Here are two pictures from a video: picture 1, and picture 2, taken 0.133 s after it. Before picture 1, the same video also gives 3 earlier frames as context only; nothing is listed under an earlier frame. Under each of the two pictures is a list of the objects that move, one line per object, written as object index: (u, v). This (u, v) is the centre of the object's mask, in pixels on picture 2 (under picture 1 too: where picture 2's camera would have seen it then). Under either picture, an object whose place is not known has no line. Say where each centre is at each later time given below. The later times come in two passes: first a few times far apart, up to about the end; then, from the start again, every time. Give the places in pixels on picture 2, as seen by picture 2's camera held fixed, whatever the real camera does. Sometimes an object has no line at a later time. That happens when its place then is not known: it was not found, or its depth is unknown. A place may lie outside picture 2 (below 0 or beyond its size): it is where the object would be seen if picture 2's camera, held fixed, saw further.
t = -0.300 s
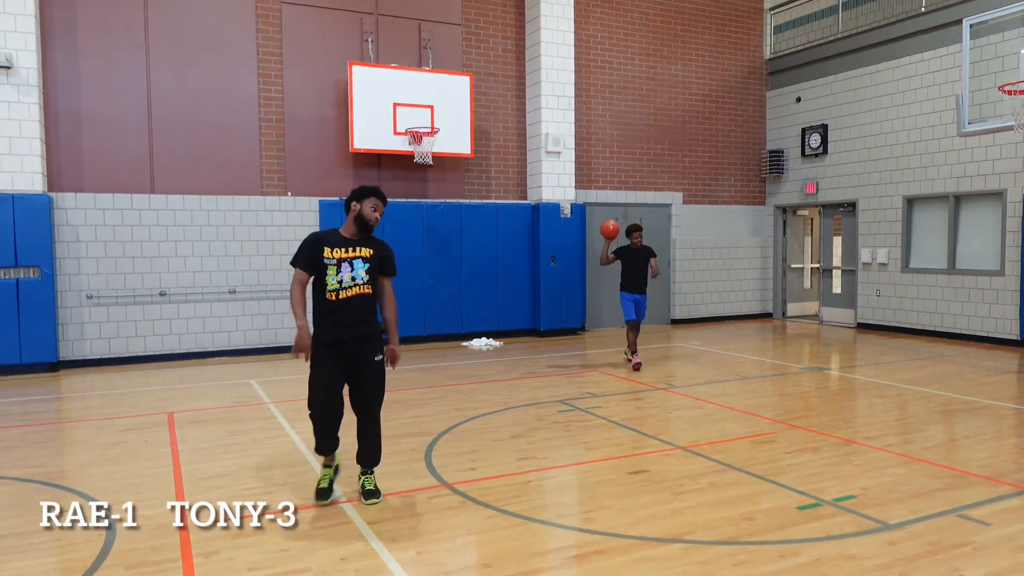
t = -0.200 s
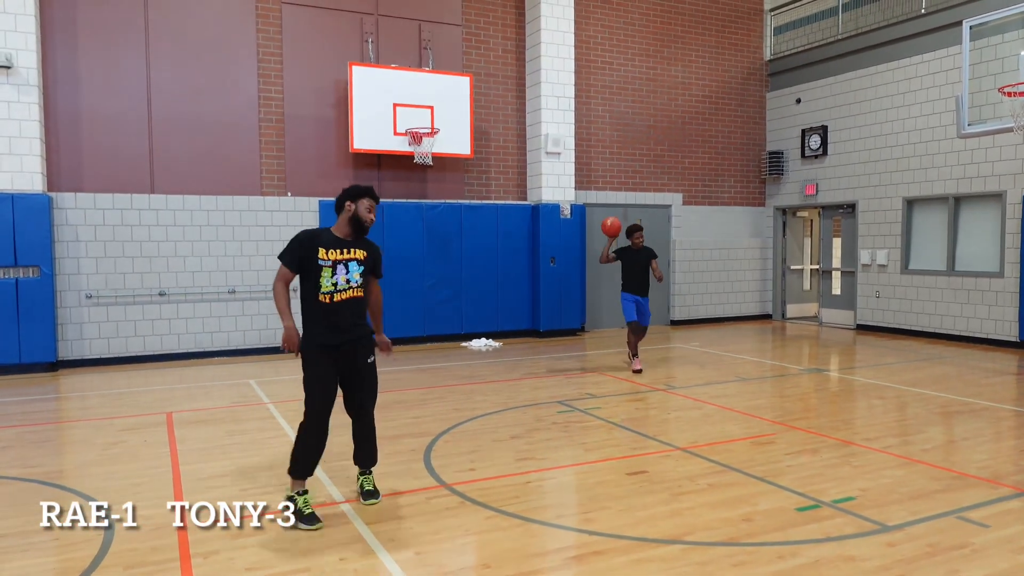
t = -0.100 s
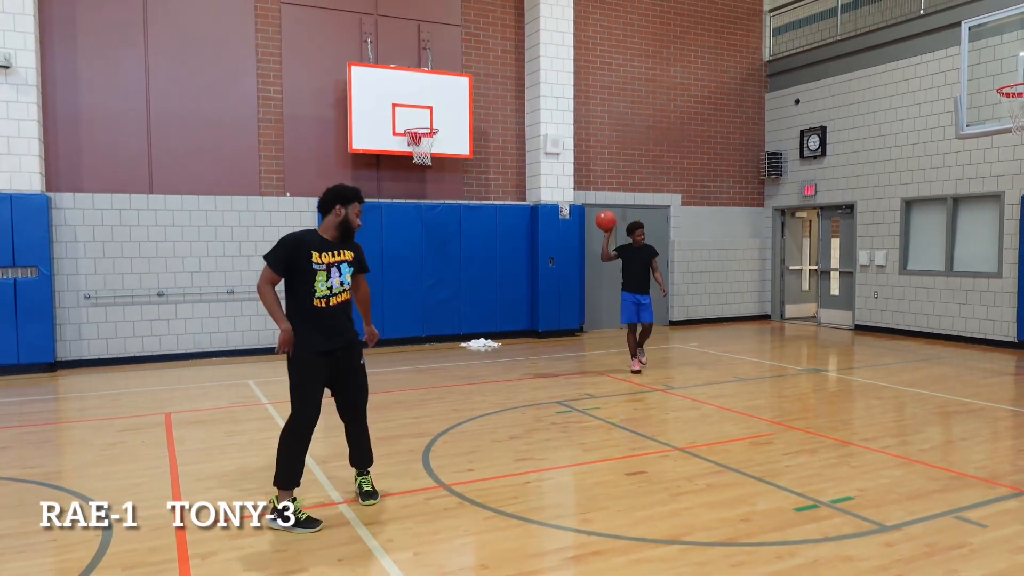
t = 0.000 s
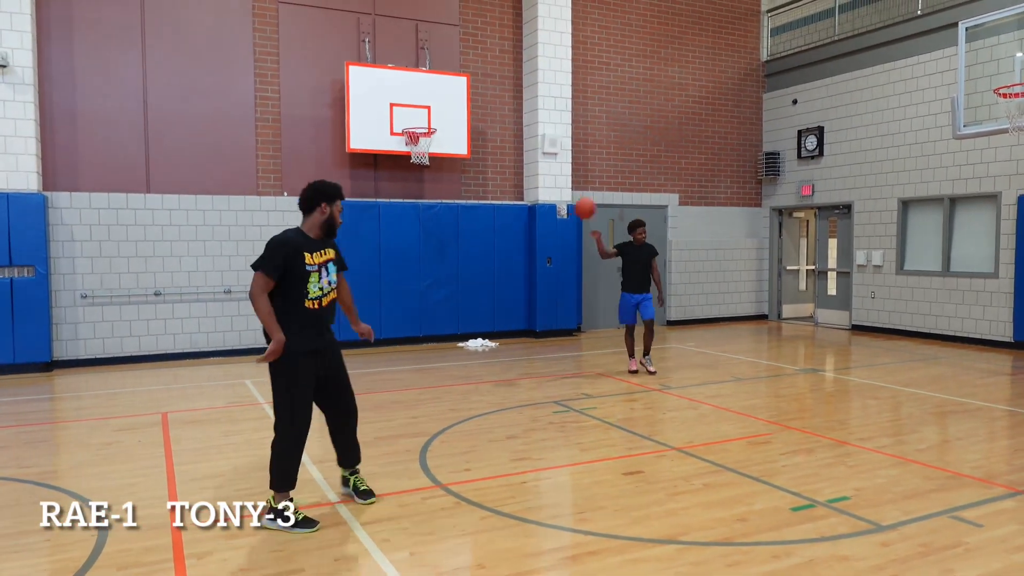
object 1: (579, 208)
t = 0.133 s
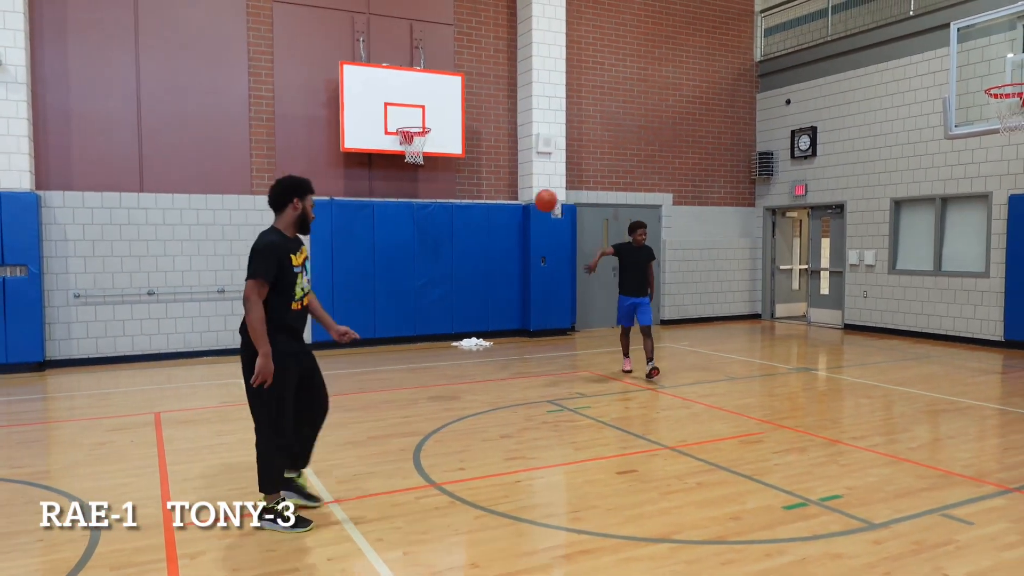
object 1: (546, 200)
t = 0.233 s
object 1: (518, 206)
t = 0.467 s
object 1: (440, 267)
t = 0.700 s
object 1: (339, 423)
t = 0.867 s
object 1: (290, 372)
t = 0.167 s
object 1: (537, 201)
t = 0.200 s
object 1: (528, 203)
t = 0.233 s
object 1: (518, 206)
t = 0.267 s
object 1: (508, 211)
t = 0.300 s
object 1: (498, 216)
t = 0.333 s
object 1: (487, 222)
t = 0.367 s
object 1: (476, 231)
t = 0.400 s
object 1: (464, 242)
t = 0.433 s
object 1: (453, 253)
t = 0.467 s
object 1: (440, 267)
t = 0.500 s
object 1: (427, 282)
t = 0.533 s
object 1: (414, 301)
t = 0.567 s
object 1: (400, 320)
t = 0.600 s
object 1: (386, 342)
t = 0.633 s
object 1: (371, 366)
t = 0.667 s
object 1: (355, 393)
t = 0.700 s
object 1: (339, 423)
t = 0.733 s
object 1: (327, 429)
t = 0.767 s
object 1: (318, 413)
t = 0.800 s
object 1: (309, 398)
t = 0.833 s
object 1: (300, 384)
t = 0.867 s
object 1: (290, 372)
